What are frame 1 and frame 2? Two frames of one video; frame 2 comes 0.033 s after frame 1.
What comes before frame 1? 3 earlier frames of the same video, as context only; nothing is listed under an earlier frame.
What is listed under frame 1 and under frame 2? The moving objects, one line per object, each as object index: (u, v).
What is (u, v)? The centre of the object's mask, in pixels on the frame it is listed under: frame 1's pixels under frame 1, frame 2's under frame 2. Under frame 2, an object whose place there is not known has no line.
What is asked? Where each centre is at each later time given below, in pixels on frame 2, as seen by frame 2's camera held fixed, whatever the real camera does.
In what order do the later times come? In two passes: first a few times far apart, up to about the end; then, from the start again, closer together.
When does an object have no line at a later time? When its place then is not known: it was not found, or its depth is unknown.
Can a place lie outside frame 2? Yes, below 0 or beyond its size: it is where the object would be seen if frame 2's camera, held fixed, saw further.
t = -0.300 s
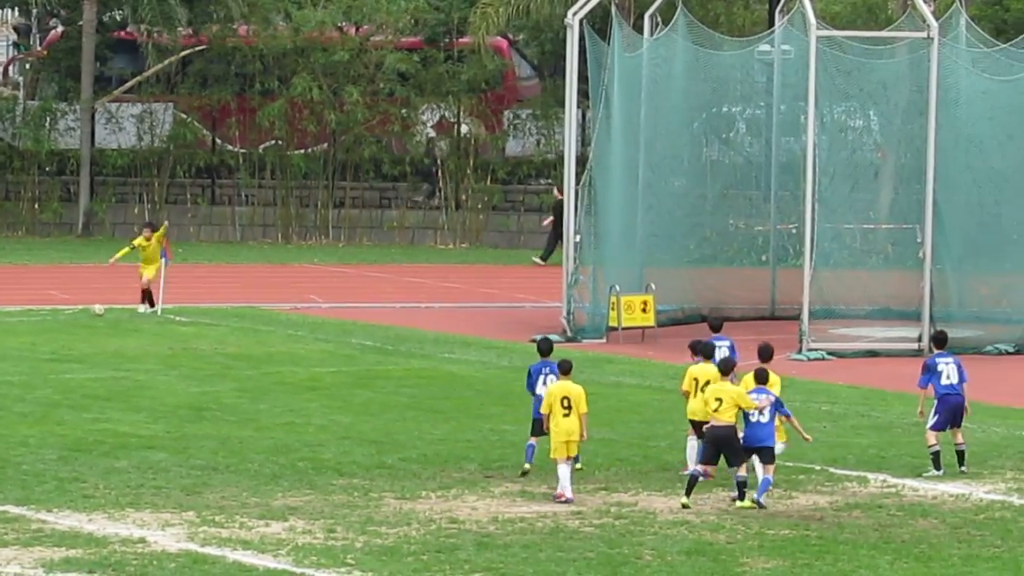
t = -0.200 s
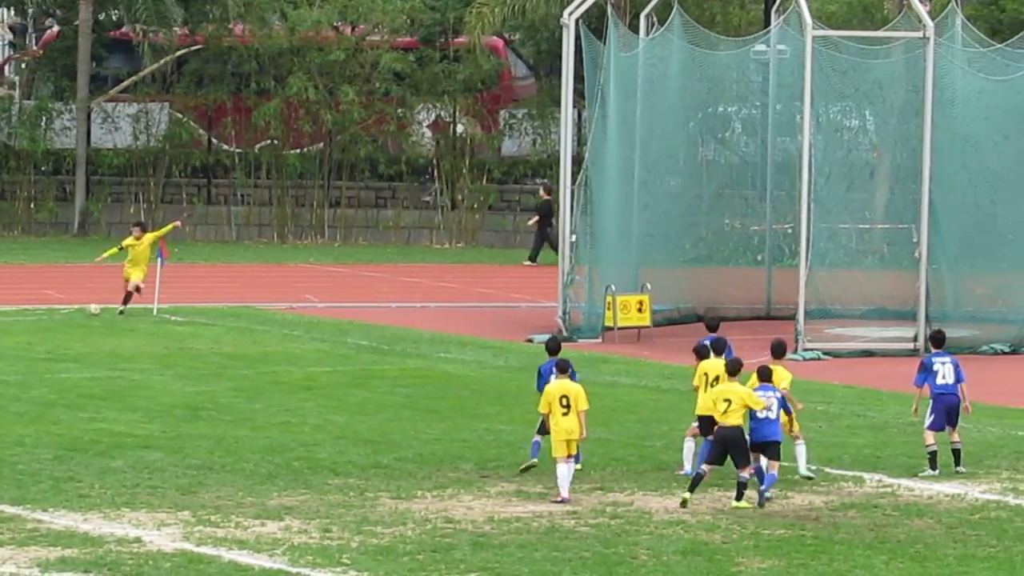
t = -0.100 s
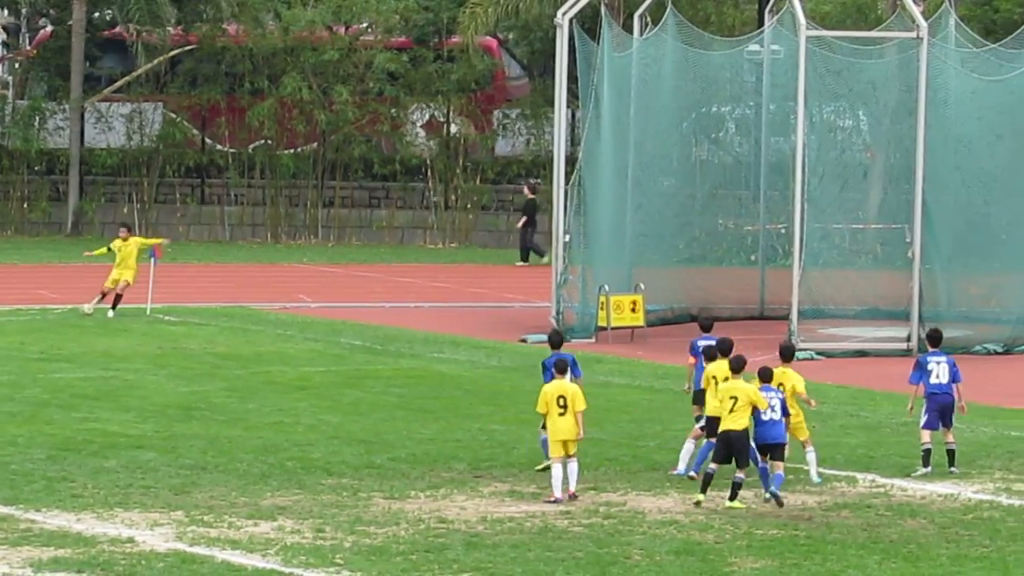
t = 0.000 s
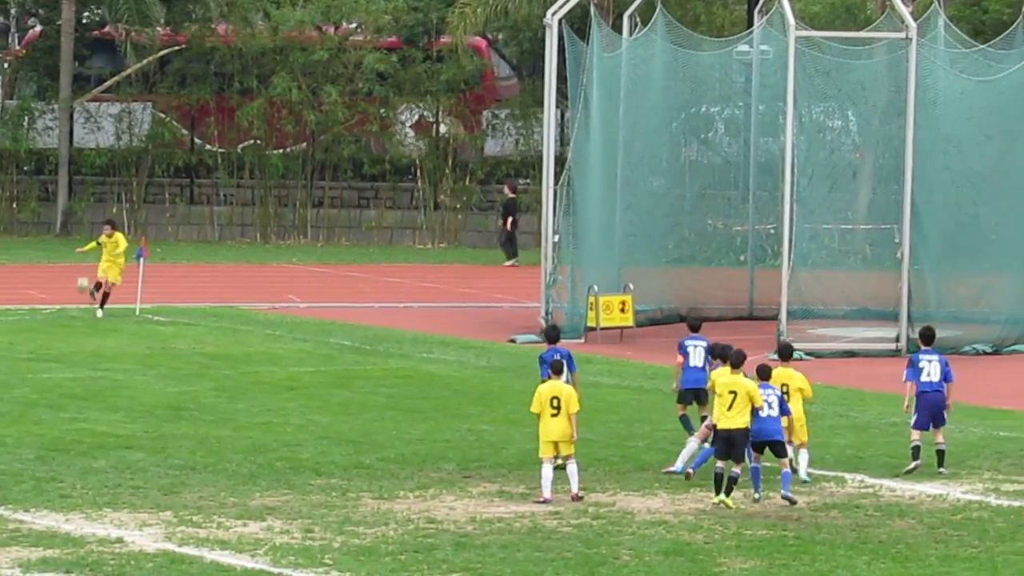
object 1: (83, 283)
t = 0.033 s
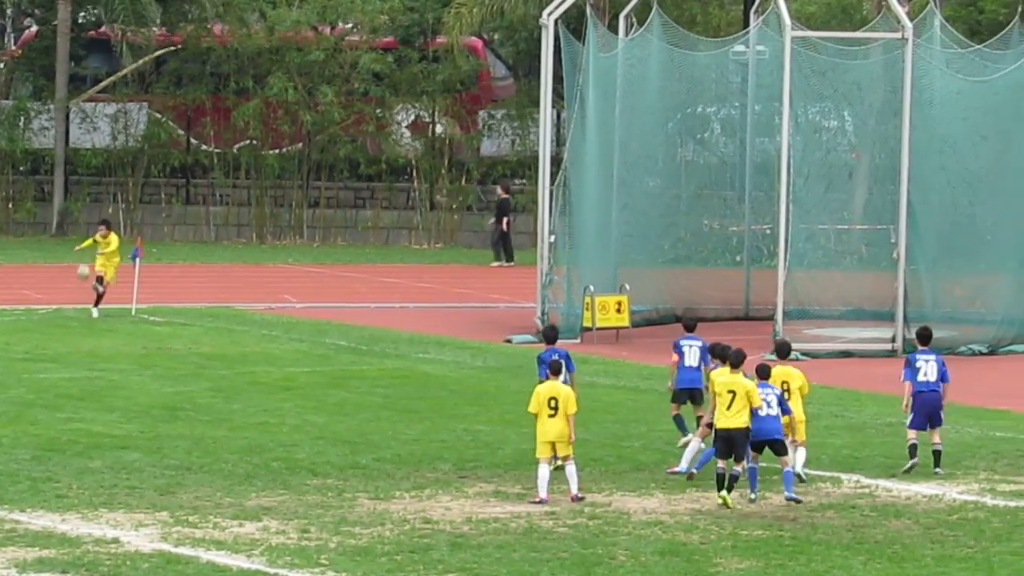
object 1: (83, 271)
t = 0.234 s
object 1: (117, 203)
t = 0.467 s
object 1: (167, 145)
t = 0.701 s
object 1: (228, 113)
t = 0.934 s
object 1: (300, 111)
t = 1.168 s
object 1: (383, 138)
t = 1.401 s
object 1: (475, 202)
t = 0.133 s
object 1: (99, 234)
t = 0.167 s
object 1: (104, 224)
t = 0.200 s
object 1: (111, 213)
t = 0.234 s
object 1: (117, 203)
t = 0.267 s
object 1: (123, 194)
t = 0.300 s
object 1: (130, 184)
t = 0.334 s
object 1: (137, 175)
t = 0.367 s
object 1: (144, 167)
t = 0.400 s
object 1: (151, 160)
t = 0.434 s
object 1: (159, 153)
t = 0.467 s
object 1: (167, 145)
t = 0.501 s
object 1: (175, 139)
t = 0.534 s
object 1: (184, 133)
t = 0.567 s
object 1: (192, 129)
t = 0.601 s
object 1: (201, 123)
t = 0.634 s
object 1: (210, 120)
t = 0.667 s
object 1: (219, 116)
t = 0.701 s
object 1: (228, 113)
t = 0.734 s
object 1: (238, 111)
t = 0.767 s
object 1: (248, 109)
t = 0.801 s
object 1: (258, 108)
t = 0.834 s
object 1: (268, 108)
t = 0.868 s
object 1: (278, 108)
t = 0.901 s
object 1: (289, 110)
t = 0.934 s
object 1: (300, 111)
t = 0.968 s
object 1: (311, 112)
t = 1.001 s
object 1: (322, 115)
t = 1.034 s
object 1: (334, 118)
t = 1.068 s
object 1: (346, 122)
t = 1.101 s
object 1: (358, 127)
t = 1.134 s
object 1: (370, 133)
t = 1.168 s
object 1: (383, 138)
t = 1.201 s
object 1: (395, 145)
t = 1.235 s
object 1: (408, 154)
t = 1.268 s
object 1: (421, 161)
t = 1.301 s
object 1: (434, 170)
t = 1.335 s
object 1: (448, 179)
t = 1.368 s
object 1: (461, 190)
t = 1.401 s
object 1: (475, 202)
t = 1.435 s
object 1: (488, 212)
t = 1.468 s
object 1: (503, 225)
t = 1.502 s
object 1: (517, 238)
